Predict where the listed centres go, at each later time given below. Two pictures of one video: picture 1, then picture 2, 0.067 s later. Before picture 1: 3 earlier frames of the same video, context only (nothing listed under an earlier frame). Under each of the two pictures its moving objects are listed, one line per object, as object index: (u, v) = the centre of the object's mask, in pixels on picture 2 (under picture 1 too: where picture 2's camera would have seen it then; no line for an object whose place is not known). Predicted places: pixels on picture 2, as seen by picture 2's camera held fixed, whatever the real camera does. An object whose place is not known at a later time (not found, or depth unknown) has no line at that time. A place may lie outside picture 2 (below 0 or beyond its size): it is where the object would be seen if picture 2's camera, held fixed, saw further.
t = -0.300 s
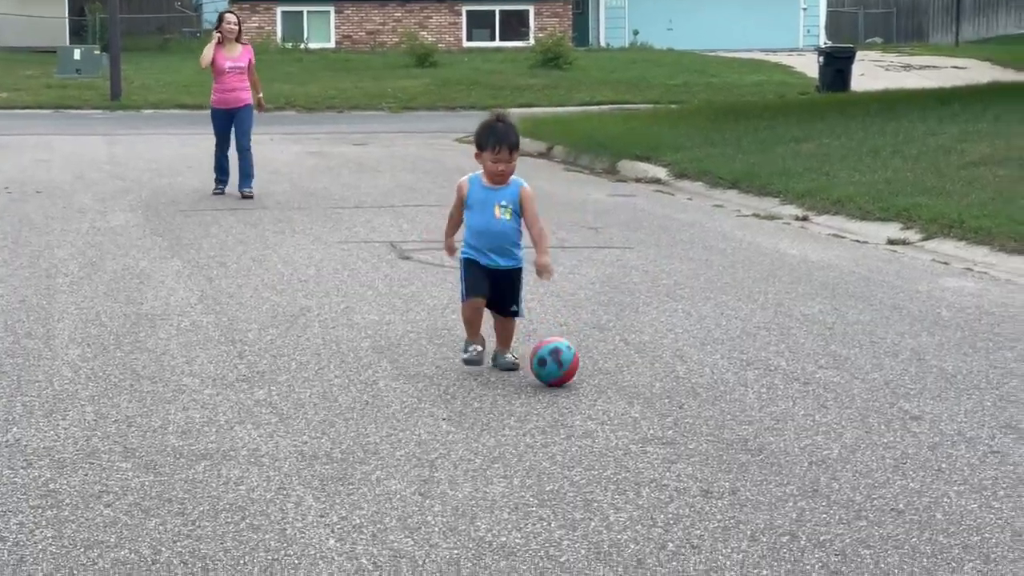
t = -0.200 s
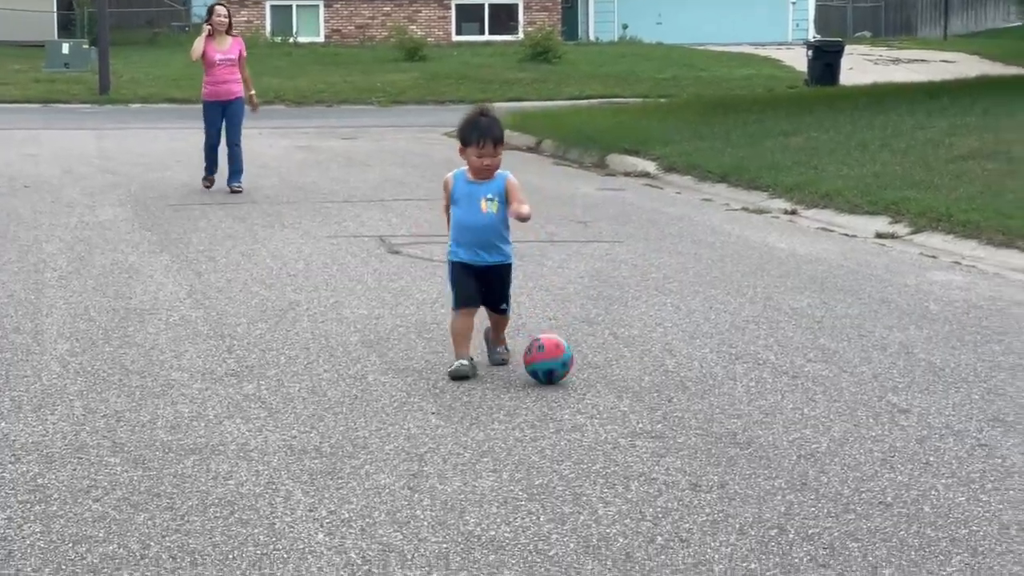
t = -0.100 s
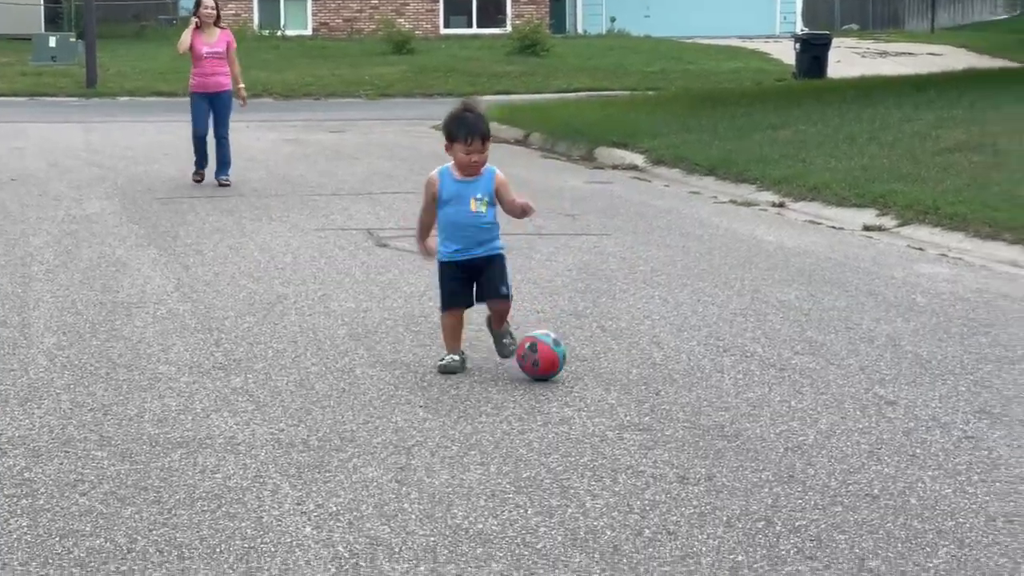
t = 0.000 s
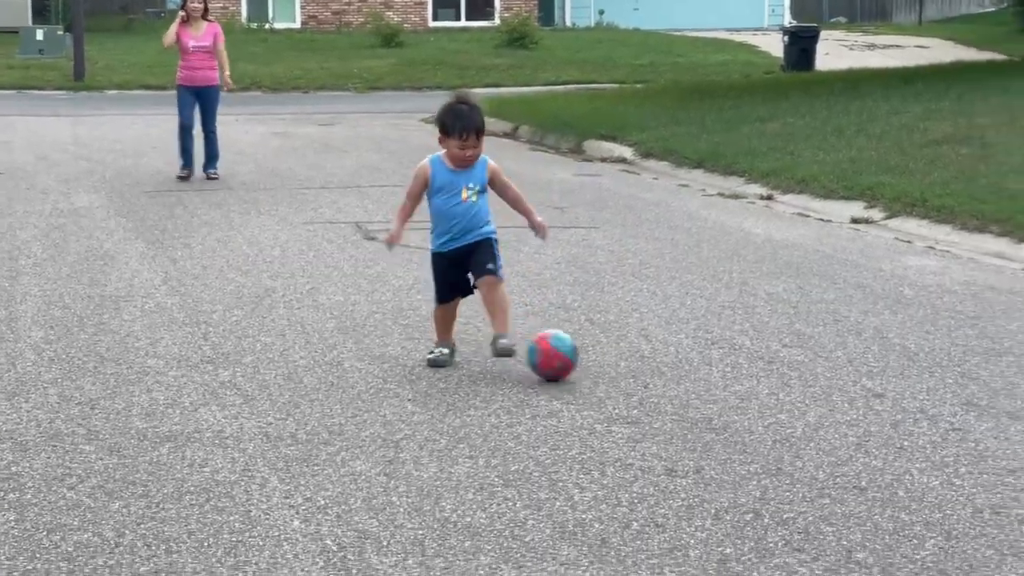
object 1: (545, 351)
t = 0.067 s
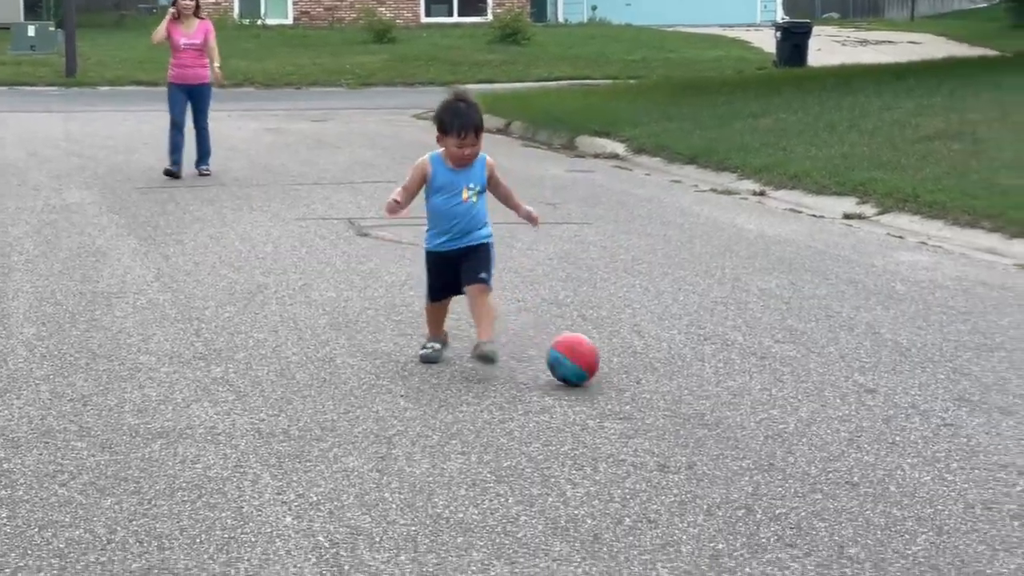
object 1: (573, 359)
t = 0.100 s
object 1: (585, 363)
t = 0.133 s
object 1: (596, 366)
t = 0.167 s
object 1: (607, 369)
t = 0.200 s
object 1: (620, 373)
